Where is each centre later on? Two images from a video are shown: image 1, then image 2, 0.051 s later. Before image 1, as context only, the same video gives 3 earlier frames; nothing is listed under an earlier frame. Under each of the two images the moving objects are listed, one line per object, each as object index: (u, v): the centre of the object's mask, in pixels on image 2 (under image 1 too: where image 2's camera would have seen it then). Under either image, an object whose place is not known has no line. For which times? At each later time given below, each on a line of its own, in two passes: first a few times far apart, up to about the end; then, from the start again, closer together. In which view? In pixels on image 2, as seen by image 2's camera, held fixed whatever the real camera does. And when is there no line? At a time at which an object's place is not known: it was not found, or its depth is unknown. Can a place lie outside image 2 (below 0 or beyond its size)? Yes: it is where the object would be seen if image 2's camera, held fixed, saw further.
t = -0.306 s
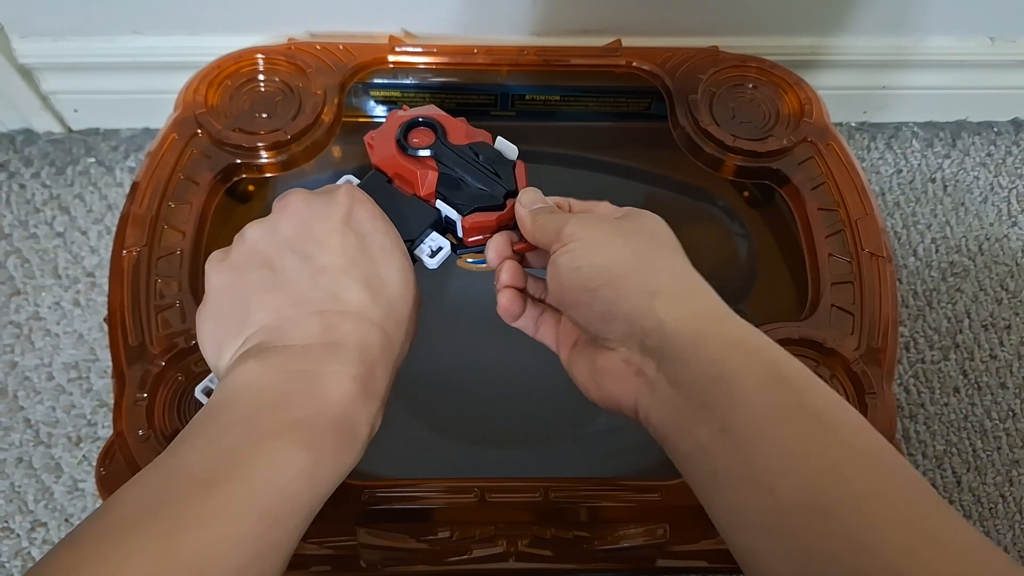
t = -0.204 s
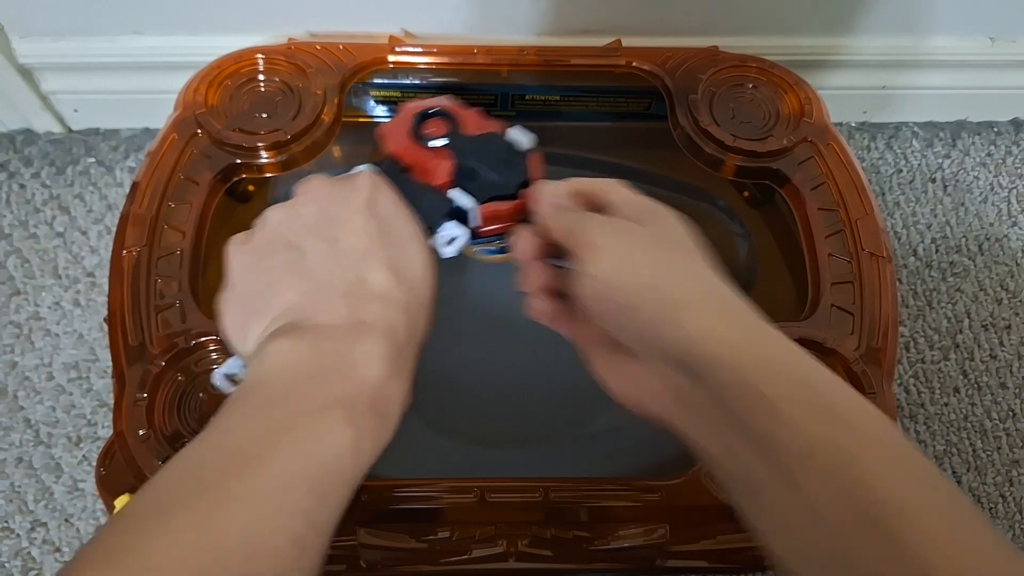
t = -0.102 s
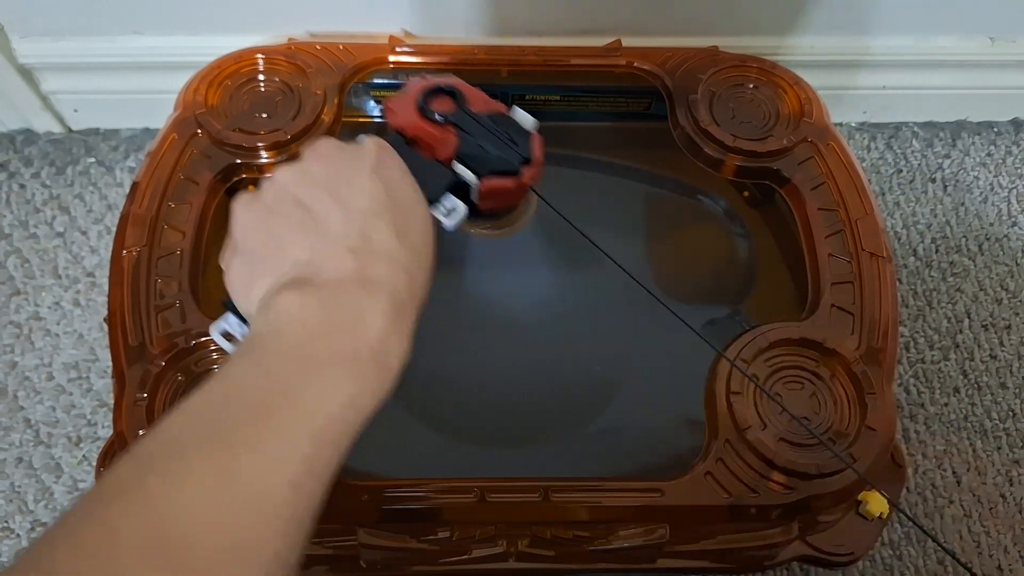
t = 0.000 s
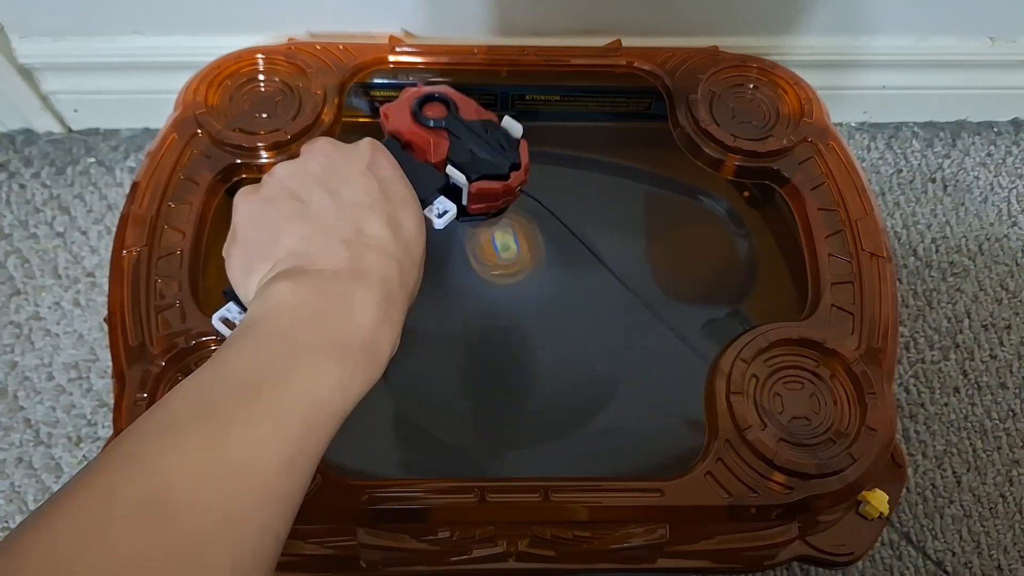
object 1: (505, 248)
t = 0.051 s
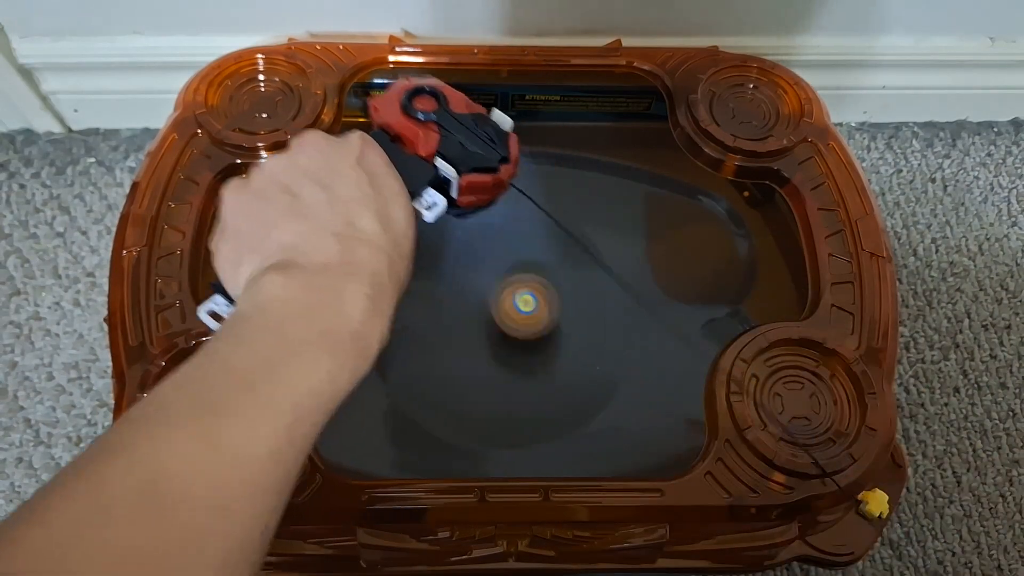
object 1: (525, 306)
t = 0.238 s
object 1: (571, 351)
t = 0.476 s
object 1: (577, 328)
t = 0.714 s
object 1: (555, 313)
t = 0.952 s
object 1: (531, 308)
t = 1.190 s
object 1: (515, 310)
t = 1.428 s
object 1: (503, 314)
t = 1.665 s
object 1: (495, 314)
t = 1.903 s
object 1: (492, 312)
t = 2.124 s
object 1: (494, 309)
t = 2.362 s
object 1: (500, 308)
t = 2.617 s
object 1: (507, 309)
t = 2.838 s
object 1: (512, 313)
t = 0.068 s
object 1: (530, 305)
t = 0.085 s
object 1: (536, 305)
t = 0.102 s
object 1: (541, 305)
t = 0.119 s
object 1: (546, 307)
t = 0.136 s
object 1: (551, 312)
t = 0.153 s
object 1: (555, 317)
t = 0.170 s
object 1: (560, 325)
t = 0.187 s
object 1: (563, 335)
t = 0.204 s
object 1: (566, 346)
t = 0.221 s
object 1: (569, 352)
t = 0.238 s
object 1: (571, 351)
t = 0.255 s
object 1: (572, 351)
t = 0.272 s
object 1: (573, 352)
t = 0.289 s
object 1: (574, 354)
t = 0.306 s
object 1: (575, 353)
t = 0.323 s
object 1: (576, 351)
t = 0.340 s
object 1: (577, 350)
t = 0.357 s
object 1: (578, 347)
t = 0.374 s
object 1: (578, 343)
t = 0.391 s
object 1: (579, 340)
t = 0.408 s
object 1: (579, 337)
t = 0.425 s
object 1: (579, 334)
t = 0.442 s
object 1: (579, 332)
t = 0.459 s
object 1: (578, 330)
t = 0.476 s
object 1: (577, 328)
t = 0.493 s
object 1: (576, 326)
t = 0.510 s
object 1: (575, 324)
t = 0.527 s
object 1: (573, 323)
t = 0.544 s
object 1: (572, 322)
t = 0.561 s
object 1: (570, 321)
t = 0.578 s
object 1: (569, 319)
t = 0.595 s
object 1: (567, 318)
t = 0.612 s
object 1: (566, 317)
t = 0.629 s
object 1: (564, 316)
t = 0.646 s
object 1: (562, 315)
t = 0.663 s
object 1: (560, 315)
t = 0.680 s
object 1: (559, 314)
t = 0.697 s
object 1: (557, 314)
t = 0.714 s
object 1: (555, 313)
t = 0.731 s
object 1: (553, 313)
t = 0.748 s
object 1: (551, 312)
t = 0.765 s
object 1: (549, 312)
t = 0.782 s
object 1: (548, 311)
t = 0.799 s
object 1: (546, 311)
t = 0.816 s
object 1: (544, 311)
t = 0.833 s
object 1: (543, 310)
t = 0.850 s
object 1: (541, 310)
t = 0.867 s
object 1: (539, 309)
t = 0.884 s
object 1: (538, 309)
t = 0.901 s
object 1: (536, 309)
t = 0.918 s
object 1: (534, 309)
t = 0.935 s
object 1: (533, 308)
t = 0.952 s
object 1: (531, 308)
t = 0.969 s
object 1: (530, 308)
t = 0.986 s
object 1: (529, 308)
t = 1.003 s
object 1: (527, 308)
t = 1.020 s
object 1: (526, 308)
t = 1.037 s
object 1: (524, 308)
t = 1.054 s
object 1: (523, 308)
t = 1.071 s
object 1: (522, 308)
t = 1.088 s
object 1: (521, 309)
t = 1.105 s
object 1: (520, 309)
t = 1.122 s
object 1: (519, 309)
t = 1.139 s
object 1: (518, 309)
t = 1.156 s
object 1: (517, 310)
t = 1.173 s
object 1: (516, 310)
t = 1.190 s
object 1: (515, 310)
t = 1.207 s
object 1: (514, 311)
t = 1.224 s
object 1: (513, 311)
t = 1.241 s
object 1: (513, 312)
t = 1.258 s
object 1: (512, 312)
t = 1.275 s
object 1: (511, 312)
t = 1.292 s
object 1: (510, 312)
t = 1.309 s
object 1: (509, 313)
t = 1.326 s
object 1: (508, 313)
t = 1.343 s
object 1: (508, 313)
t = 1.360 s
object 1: (507, 313)
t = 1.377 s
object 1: (506, 313)
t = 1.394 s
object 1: (505, 313)
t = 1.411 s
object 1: (504, 314)
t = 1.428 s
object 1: (503, 314)
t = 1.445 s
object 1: (503, 314)
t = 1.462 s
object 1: (502, 314)
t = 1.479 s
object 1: (501, 314)
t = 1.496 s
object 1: (500, 314)
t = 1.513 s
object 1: (500, 314)
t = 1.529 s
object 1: (499, 314)
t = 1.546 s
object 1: (499, 314)
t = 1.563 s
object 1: (498, 314)
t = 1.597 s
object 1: (497, 314)
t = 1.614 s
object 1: (496, 314)
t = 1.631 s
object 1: (496, 314)
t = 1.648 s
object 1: (495, 314)
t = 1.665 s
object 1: (495, 314)
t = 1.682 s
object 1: (494, 314)
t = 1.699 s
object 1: (494, 314)
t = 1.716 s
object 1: (494, 314)
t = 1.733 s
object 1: (493, 314)
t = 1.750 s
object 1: (493, 313)
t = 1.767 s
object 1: (493, 313)
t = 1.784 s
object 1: (492, 313)
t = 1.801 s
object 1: (492, 313)
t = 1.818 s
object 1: (492, 313)
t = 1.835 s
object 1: (492, 312)
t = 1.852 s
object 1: (492, 312)
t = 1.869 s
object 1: (492, 312)
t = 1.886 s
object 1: (492, 312)
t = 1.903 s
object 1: (492, 312)
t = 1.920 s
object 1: (492, 311)
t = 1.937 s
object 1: (492, 311)
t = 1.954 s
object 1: (492, 311)
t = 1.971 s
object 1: (492, 311)
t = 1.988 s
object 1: (492, 311)
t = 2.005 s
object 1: (492, 310)
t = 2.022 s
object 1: (492, 310)
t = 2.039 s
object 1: (493, 310)
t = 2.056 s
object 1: (493, 310)
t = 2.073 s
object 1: (493, 310)
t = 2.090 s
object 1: (493, 309)
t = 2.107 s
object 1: (493, 309)
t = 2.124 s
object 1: (494, 309)
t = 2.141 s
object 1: (494, 309)
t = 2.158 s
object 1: (494, 309)
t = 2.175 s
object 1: (495, 309)
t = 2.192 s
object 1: (495, 309)
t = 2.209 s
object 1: (496, 309)
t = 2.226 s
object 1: (496, 309)
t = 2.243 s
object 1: (496, 308)
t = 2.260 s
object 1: (497, 308)
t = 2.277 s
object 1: (497, 308)
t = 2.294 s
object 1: (498, 308)
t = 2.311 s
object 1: (498, 308)
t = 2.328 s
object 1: (499, 308)
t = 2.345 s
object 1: (499, 308)
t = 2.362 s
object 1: (500, 308)
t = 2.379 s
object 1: (500, 308)
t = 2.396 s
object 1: (501, 308)
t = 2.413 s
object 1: (501, 308)
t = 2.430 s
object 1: (502, 308)
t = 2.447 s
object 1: (502, 308)
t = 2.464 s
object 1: (503, 308)
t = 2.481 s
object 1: (503, 308)
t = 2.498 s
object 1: (504, 308)
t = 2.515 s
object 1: (504, 308)
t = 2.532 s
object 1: (505, 308)
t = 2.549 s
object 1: (505, 308)
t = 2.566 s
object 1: (506, 309)
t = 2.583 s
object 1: (506, 309)
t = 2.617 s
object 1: (507, 309)
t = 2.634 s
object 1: (507, 309)
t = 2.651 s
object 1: (508, 309)
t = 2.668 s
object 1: (508, 309)
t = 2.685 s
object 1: (509, 310)
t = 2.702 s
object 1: (509, 310)
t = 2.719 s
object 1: (510, 310)
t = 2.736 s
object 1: (510, 310)
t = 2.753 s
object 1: (510, 311)
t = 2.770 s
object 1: (511, 311)
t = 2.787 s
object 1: (511, 311)
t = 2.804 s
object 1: (511, 312)
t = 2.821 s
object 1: (512, 312)
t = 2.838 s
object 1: (512, 313)
